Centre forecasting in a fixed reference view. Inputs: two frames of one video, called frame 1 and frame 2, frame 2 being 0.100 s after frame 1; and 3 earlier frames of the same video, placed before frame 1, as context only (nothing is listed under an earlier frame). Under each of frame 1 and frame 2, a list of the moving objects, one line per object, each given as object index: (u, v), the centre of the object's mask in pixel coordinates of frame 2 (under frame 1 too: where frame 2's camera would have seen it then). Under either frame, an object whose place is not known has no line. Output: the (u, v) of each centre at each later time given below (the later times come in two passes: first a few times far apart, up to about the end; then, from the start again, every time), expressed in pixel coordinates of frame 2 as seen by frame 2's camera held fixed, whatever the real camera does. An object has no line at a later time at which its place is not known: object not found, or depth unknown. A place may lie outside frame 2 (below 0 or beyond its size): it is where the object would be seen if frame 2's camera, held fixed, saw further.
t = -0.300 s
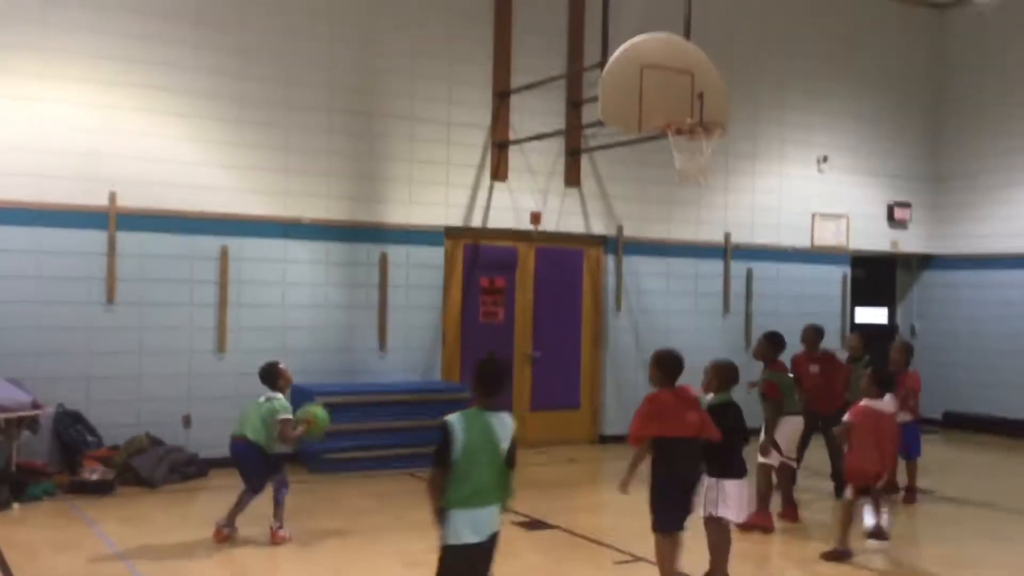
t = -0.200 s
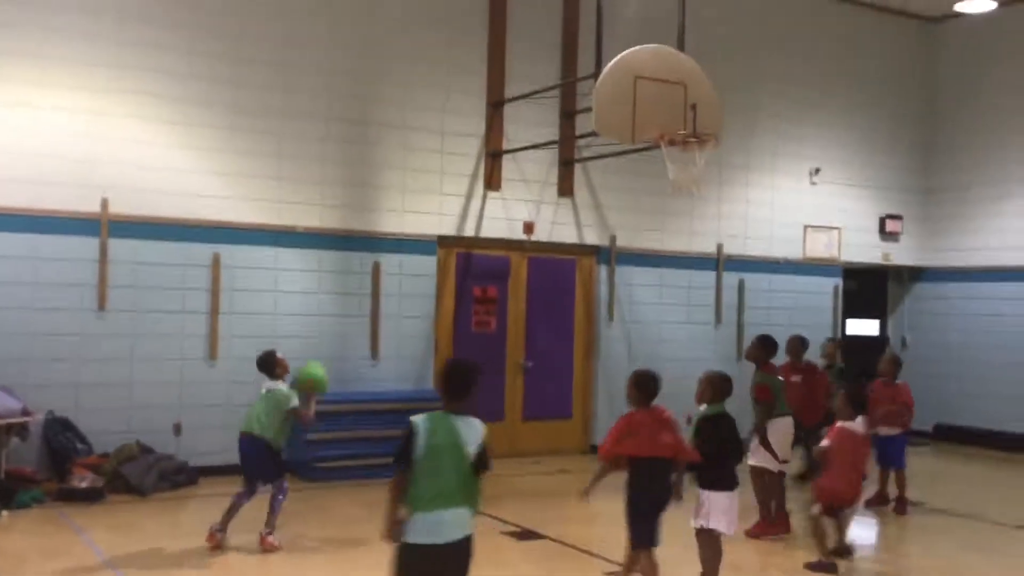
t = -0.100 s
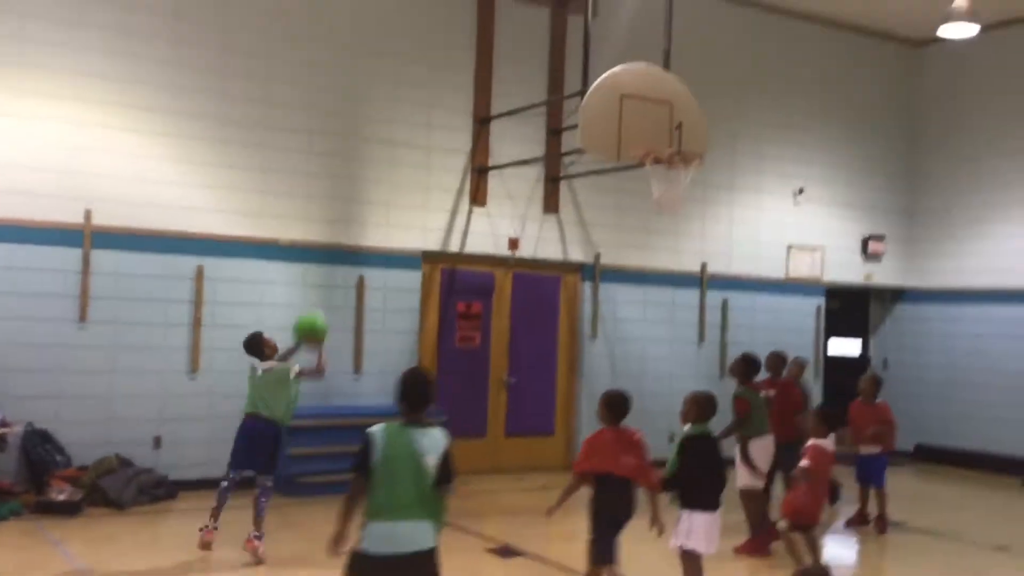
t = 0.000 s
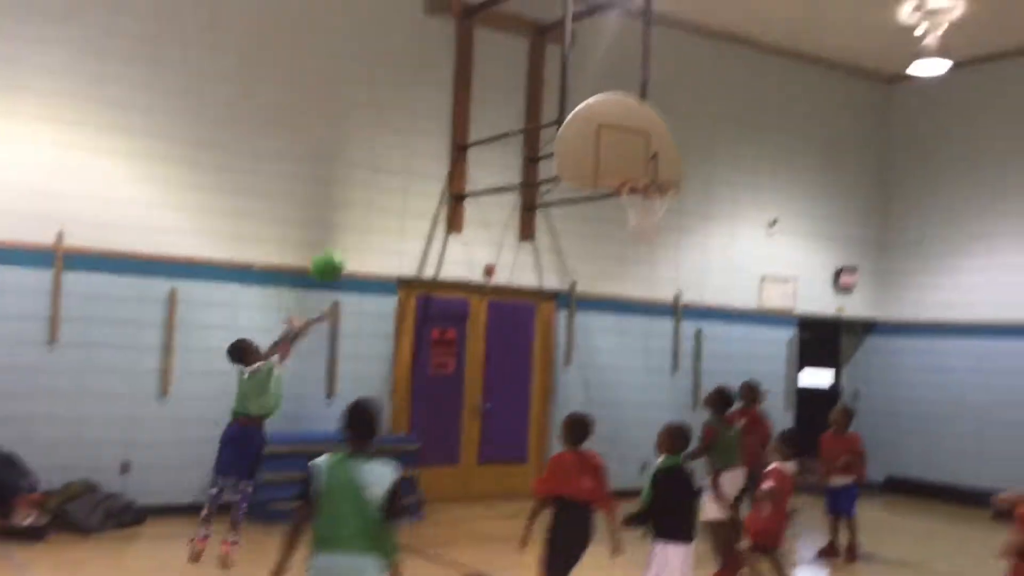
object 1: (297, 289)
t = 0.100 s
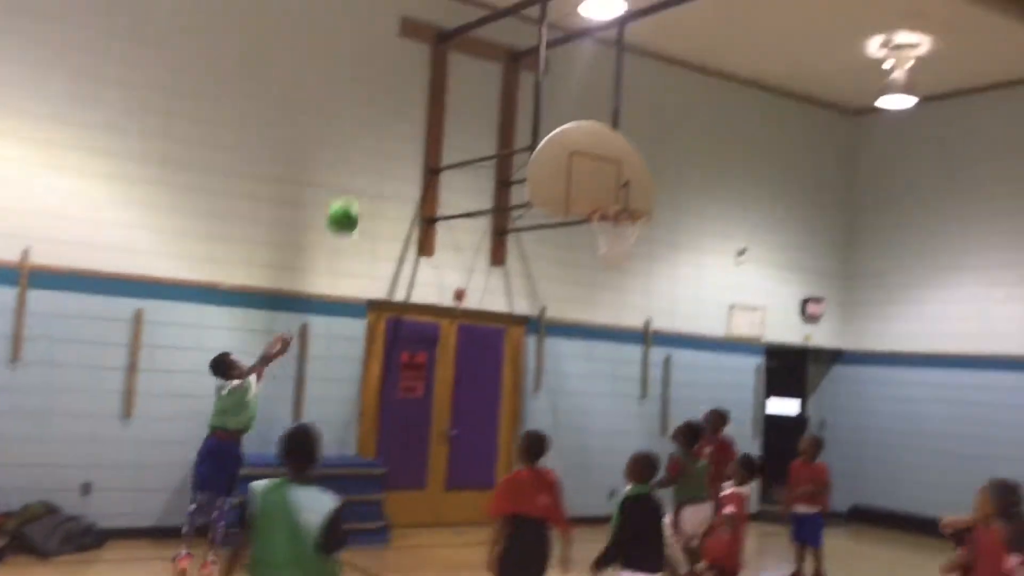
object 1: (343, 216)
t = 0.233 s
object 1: (398, 150)
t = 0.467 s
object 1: (480, 96)
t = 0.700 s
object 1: (551, 110)
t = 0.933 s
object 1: (607, 185)
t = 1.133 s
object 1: (630, 226)
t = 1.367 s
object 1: (615, 249)
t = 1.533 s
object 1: (603, 288)
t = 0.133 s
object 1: (357, 198)
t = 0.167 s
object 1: (371, 180)
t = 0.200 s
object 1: (385, 165)
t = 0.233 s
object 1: (398, 150)
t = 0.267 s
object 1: (411, 137)
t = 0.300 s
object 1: (423, 127)
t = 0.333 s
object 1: (435, 117)
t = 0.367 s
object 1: (447, 110)
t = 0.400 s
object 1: (459, 104)
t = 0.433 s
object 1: (469, 99)
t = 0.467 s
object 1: (480, 96)
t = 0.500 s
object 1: (491, 94)
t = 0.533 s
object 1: (502, 93)
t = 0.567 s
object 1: (512, 95)
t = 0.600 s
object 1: (522, 96)
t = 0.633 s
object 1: (532, 100)
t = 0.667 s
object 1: (541, 105)
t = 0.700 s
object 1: (551, 110)
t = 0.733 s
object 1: (559, 118)
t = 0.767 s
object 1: (568, 126)
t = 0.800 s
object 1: (576, 136)
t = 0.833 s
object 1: (585, 146)
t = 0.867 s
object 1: (592, 158)
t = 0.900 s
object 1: (600, 171)
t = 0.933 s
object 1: (607, 185)
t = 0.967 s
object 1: (615, 198)
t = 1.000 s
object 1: (622, 213)
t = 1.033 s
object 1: (625, 217)
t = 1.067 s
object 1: (630, 224)
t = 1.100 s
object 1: (631, 225)
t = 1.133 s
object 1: (630, 226)
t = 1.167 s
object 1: (628, 229)
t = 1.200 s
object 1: (627, 230)
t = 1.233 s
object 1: (626, 232)
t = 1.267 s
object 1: (623, 236)
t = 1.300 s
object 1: (621, 239)
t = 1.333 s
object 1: (618, 244)
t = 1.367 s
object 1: (615, 249)
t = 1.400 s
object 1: (613, 256)
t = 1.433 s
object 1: (611, 260)
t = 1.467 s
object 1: (609, 267)
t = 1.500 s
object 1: (607, 277)
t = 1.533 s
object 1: (603, 288)
